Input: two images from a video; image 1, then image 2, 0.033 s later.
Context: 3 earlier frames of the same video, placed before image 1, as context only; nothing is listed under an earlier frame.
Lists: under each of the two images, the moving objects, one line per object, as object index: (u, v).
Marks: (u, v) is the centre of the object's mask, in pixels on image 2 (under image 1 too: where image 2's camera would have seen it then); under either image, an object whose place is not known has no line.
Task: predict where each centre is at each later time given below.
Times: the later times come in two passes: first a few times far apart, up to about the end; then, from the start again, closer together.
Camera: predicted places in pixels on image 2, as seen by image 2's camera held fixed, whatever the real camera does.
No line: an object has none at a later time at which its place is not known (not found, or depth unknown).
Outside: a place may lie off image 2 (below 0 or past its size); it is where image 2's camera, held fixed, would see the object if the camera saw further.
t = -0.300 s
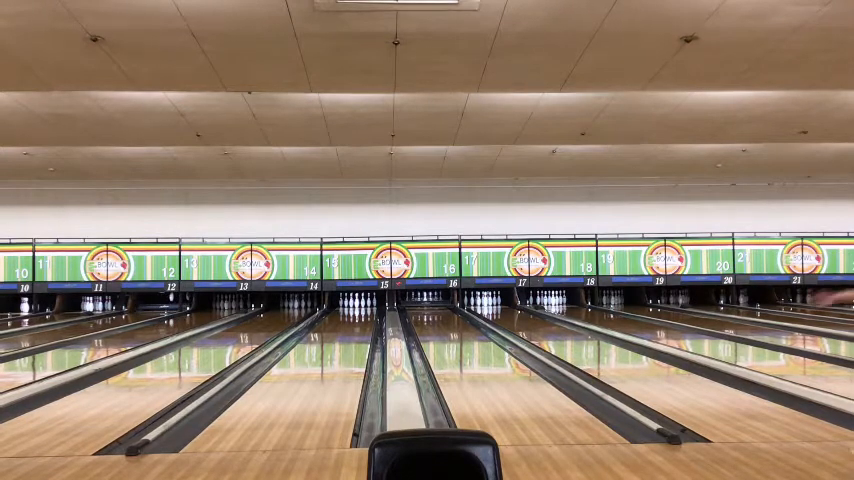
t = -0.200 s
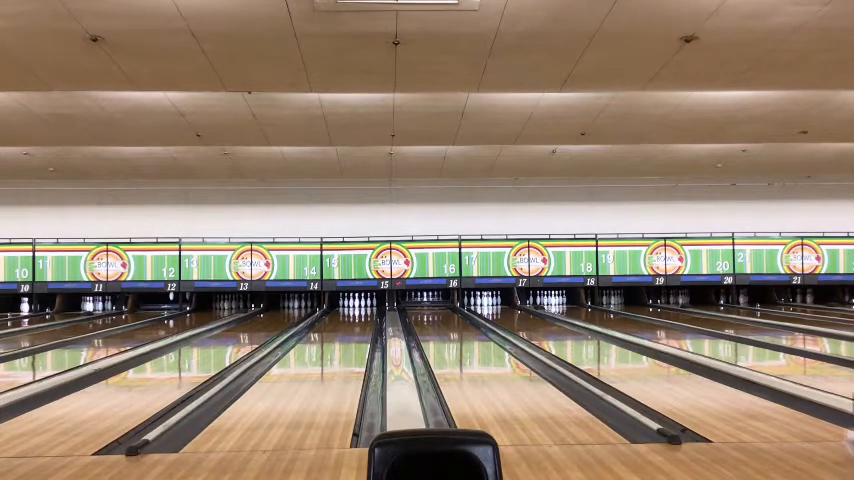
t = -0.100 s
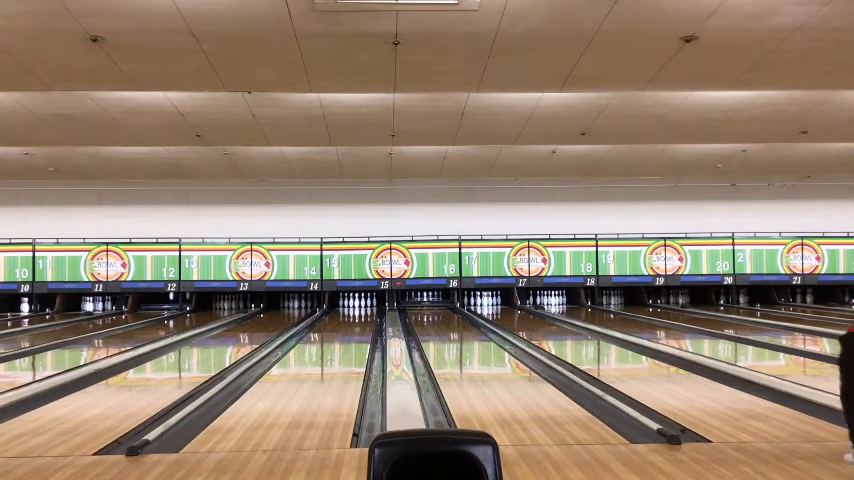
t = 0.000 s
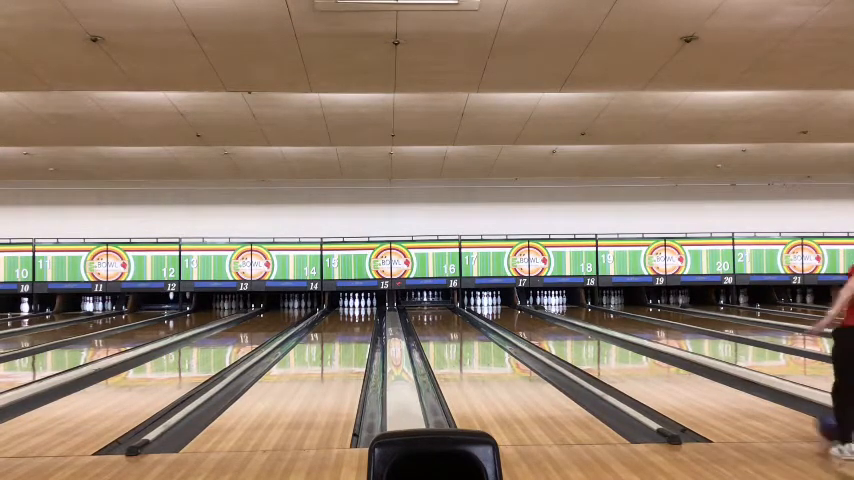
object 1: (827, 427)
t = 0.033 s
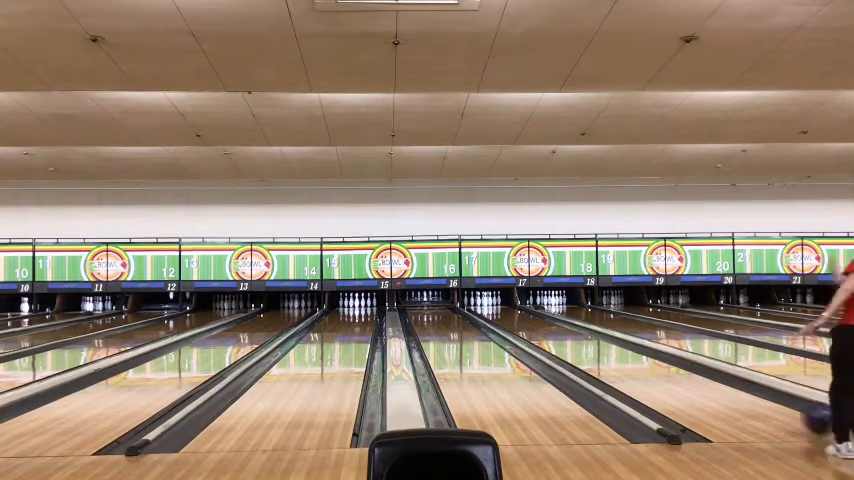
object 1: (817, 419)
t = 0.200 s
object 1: (757, 398)
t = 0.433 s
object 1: (696, 376)
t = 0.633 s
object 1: (658, 360)
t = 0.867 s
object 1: (624, 348)
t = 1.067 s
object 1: (602, 339)
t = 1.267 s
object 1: (583, 333)
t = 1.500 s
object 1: (565, 326)
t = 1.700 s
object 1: (553, 322)
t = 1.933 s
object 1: (540, 317)
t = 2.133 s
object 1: (530, 315)
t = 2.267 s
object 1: (526, 313)
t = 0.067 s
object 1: (804, 415)
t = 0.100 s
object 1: (792, 412)
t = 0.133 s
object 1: (779, 407)
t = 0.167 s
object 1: (768, 403)
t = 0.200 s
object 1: (757, 398)
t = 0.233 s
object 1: (747, 396)
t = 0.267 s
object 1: (738, 392)
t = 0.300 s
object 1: (729, 388)
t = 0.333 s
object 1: (720, 385)
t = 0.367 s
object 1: (711, 383)
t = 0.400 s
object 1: (703, 379)
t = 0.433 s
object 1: (696, 376)
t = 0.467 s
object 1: (689, 373)
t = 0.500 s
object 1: (682, 370)
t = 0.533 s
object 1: (676, 367)
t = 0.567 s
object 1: (669, 364)
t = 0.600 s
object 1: (664, 362)
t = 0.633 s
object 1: (658, 360)
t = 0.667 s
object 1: (653, 359)
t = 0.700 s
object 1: (647, 357)
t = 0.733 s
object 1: (642, 356)
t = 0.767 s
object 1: (637, 353)
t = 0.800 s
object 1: (632, 351)
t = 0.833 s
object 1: (629, 349)
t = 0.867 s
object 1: (624, 348)
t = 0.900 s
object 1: (620, 347)
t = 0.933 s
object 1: (616, 345)
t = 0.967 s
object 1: (613, 343)
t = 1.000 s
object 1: (609, 342)
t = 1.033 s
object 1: (605, 341)
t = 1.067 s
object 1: (602, 339)
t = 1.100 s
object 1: (598, 338)
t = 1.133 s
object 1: (595, 337)
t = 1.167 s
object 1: (592, 335)
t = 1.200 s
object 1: (589, 335)
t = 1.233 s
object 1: (586, 334)
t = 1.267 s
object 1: (583, 333)
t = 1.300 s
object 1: (581, 332)
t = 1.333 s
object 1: (578, 331)
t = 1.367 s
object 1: (575, 330)
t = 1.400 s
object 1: (573, 329)
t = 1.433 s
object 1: (570, 328)
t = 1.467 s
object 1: (568, 327)
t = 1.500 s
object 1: (565, 326)
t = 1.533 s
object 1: (563, 326)
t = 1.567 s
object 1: (561, 325)
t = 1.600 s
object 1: (559, 324)
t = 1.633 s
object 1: (557, 323)
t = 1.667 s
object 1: (555, 323)
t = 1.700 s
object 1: (553, 322)
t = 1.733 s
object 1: (551, 322)
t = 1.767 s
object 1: (549, 321)
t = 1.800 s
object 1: (548, 320)
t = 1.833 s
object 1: (546, 319)
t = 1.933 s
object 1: (540, 317)
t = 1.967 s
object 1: (538, 317)
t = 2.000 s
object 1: (538, 316)
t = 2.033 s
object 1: (535, 316)
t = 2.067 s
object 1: (534, 315)
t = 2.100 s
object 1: (531, 315)
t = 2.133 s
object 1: (530, 315)
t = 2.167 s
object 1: (530, 314)
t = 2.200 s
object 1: (527, 314)
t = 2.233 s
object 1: (527, 313)
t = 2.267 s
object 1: (526, 313)
